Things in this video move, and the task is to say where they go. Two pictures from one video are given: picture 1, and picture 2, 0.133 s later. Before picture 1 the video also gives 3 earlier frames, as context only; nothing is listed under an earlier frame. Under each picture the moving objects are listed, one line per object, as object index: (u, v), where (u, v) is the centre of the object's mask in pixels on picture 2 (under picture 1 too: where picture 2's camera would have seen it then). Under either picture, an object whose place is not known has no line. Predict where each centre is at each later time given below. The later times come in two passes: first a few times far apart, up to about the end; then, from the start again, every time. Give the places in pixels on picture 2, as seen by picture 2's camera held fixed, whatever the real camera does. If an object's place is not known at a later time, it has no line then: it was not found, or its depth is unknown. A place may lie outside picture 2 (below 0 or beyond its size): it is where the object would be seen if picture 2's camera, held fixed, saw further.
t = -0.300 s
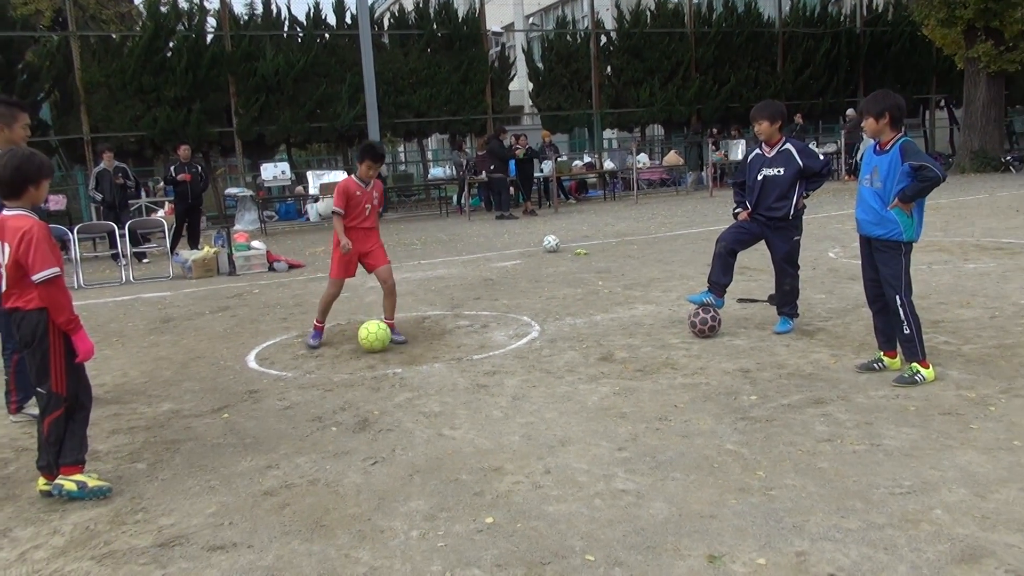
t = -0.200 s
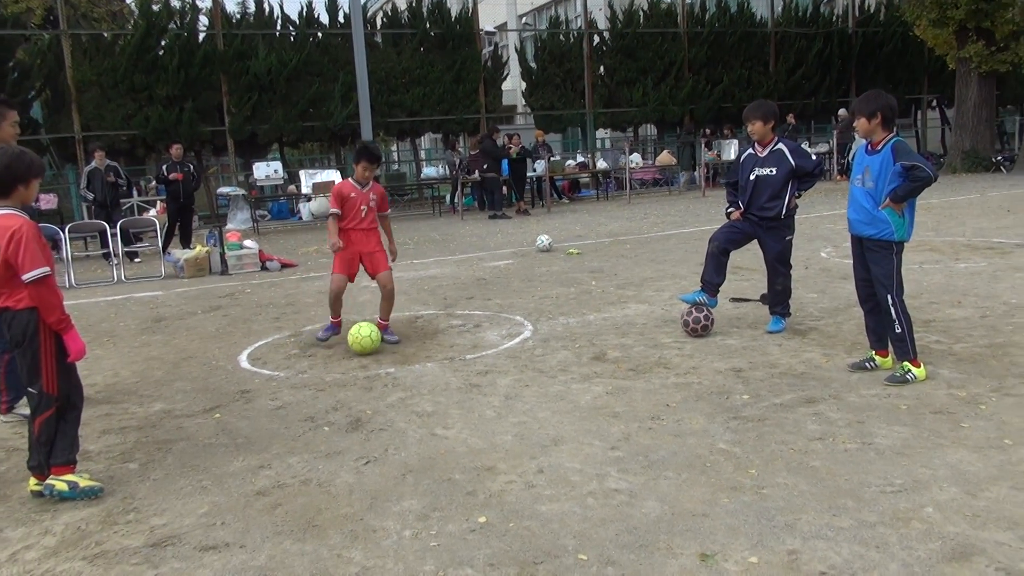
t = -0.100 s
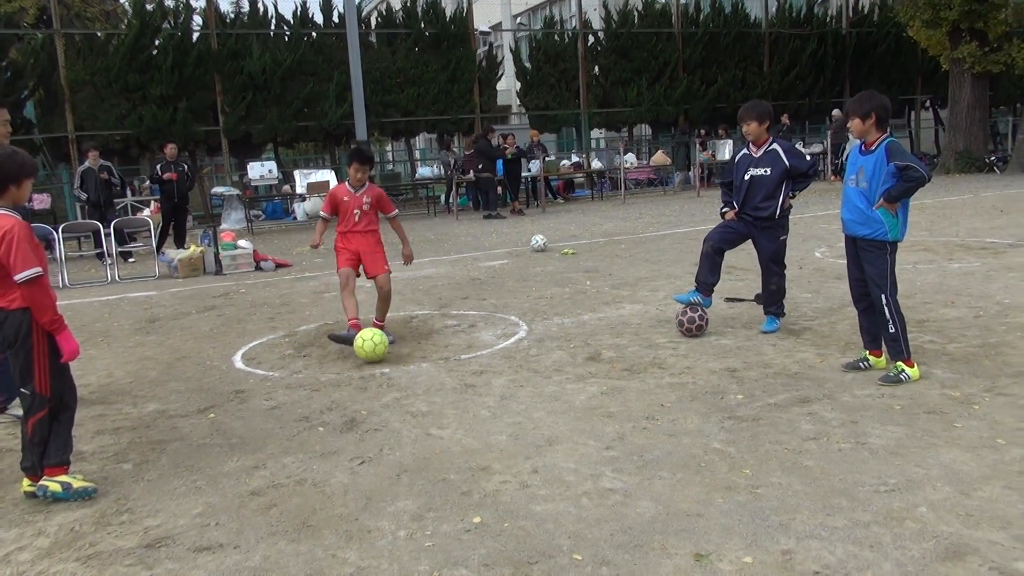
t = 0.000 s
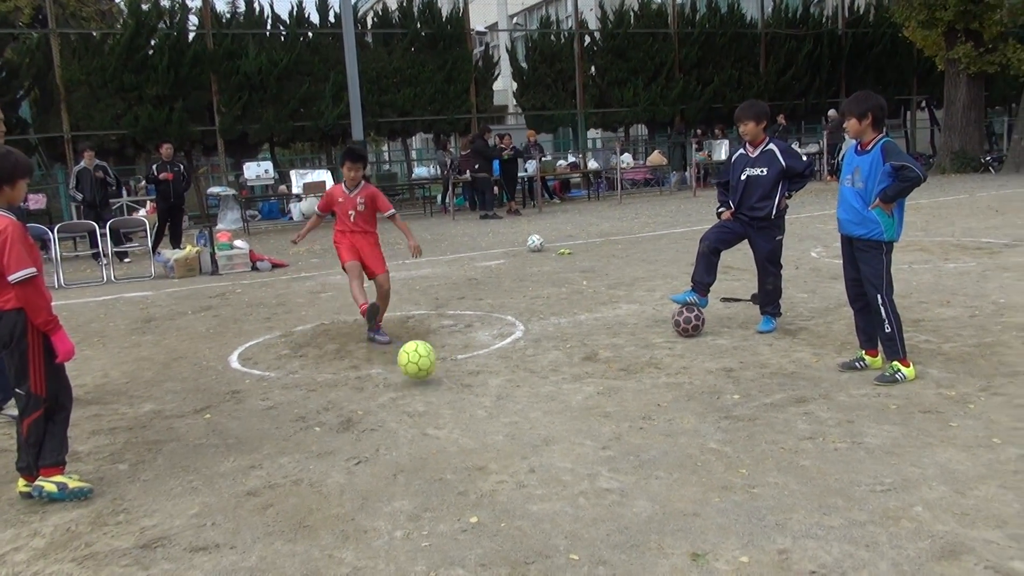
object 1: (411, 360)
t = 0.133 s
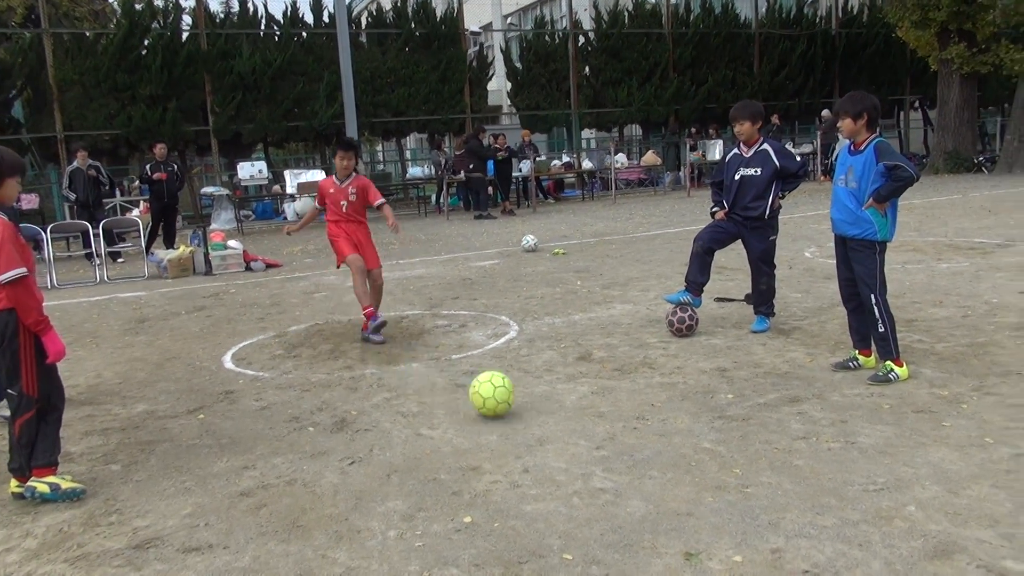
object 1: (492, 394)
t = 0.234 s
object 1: (558, 411)
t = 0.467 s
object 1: (758, 477)
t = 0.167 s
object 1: (513, 396)
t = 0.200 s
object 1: (534, 402)
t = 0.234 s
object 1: (558, 411)
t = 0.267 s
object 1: (584, 422)
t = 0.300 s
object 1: (612, 438)
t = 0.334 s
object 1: (638, 445)
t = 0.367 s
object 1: (665, 448)
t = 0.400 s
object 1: (694, 454)
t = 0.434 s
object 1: (724, 463)
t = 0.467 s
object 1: (758, 477)
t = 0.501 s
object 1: (794, 497)
